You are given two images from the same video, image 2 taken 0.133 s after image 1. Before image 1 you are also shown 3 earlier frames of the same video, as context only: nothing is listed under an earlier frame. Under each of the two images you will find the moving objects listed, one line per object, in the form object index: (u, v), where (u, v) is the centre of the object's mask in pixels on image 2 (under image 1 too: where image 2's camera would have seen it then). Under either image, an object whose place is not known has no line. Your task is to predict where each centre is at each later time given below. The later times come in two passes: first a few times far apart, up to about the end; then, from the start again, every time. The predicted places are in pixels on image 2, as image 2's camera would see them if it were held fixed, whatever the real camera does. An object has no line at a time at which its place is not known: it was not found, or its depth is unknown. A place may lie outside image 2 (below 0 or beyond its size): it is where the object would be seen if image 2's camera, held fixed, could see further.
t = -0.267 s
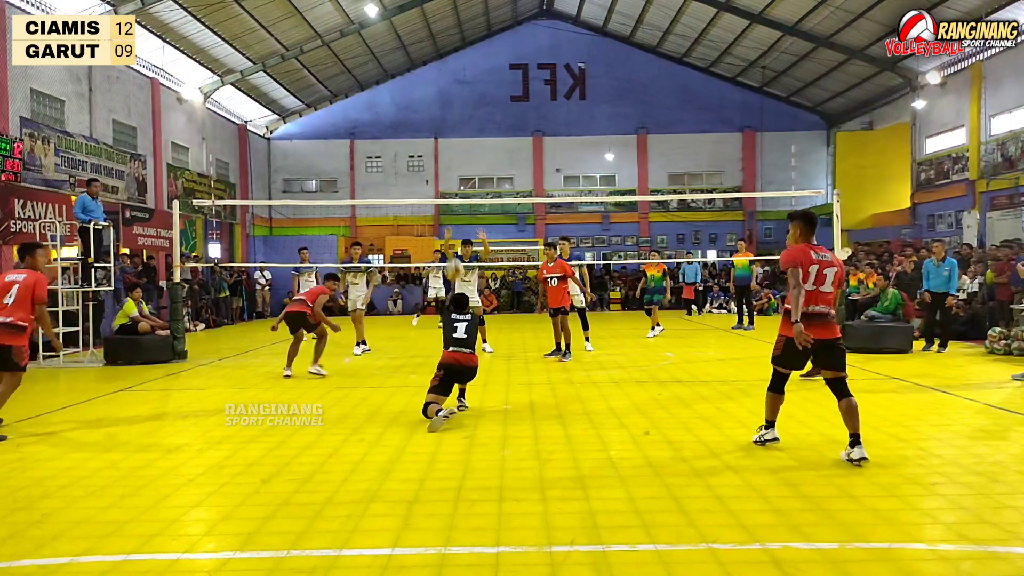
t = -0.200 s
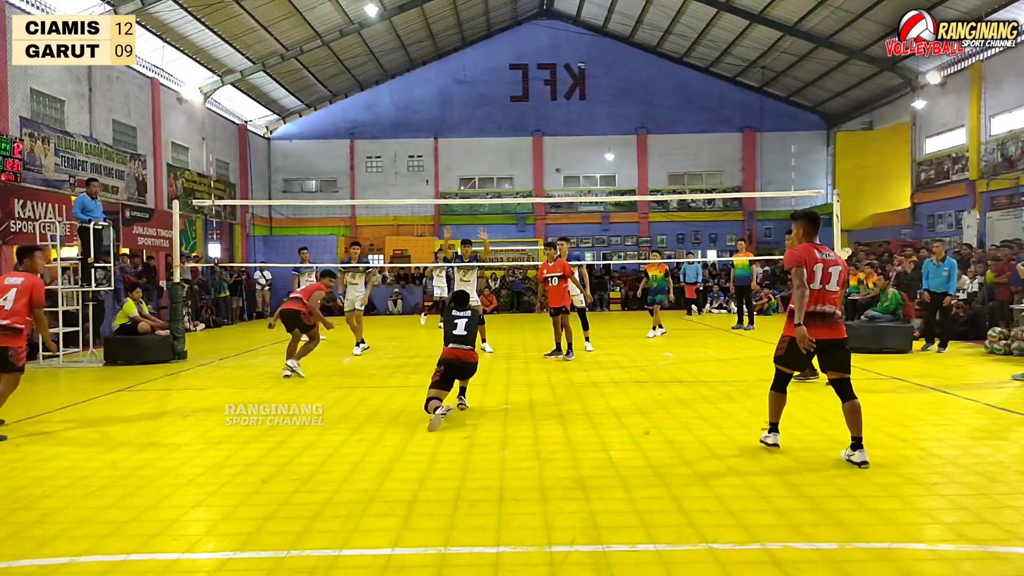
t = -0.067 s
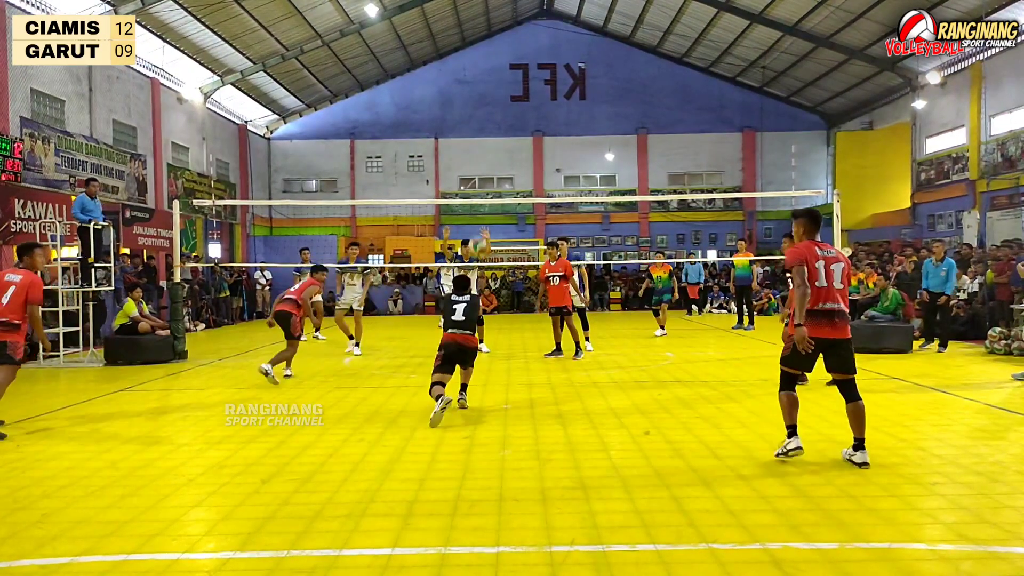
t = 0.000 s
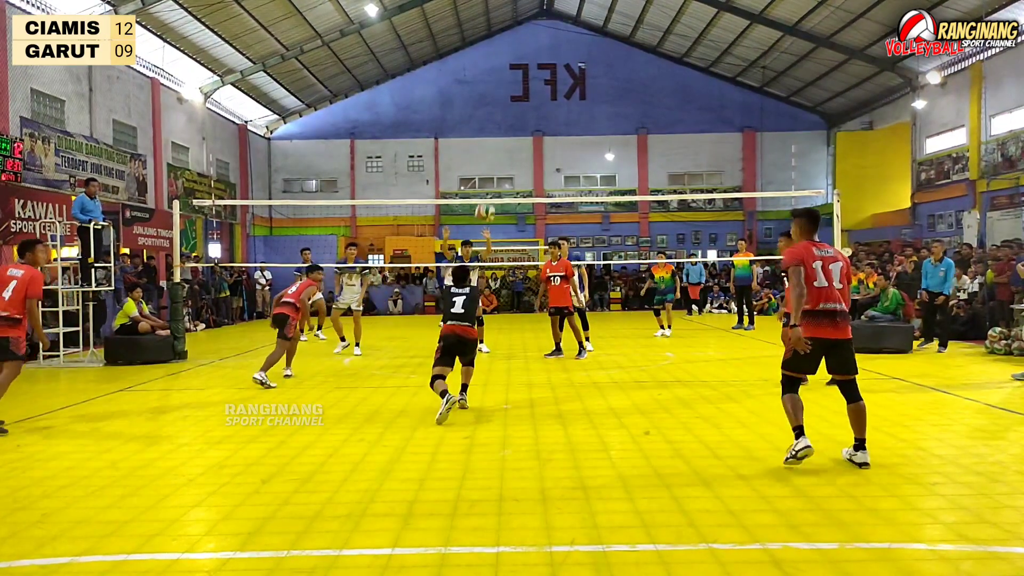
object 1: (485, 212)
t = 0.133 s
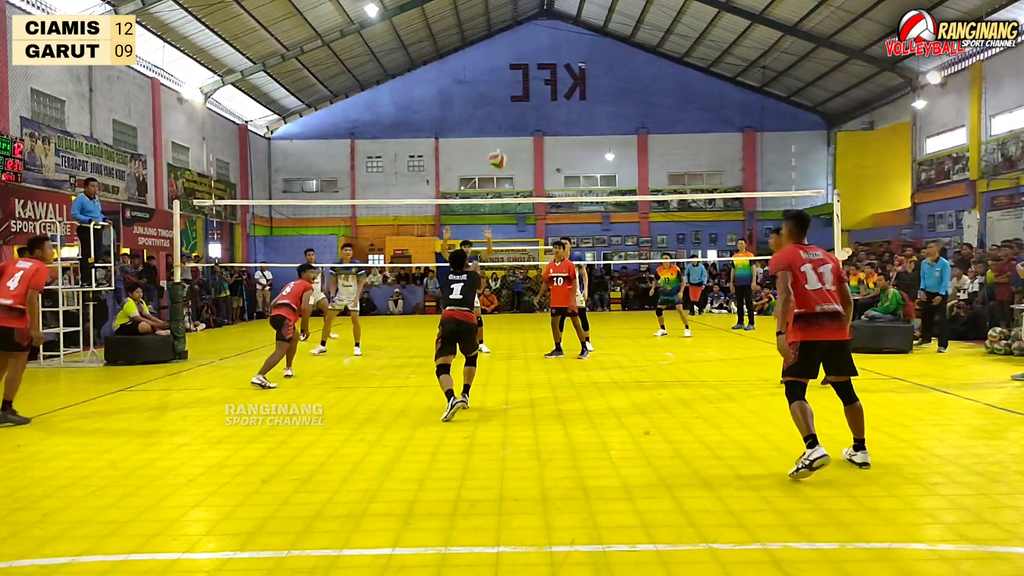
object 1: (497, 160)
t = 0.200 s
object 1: (504, 139)
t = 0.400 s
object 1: (520, 107)
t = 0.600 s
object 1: (536, 108)
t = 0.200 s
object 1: (504, 139)
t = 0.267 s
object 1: (510, 124)
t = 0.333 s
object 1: (515, 114)
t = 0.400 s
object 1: (520, 107)
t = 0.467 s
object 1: (525, 104)
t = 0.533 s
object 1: (531, 104)
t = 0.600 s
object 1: (536, 108)
